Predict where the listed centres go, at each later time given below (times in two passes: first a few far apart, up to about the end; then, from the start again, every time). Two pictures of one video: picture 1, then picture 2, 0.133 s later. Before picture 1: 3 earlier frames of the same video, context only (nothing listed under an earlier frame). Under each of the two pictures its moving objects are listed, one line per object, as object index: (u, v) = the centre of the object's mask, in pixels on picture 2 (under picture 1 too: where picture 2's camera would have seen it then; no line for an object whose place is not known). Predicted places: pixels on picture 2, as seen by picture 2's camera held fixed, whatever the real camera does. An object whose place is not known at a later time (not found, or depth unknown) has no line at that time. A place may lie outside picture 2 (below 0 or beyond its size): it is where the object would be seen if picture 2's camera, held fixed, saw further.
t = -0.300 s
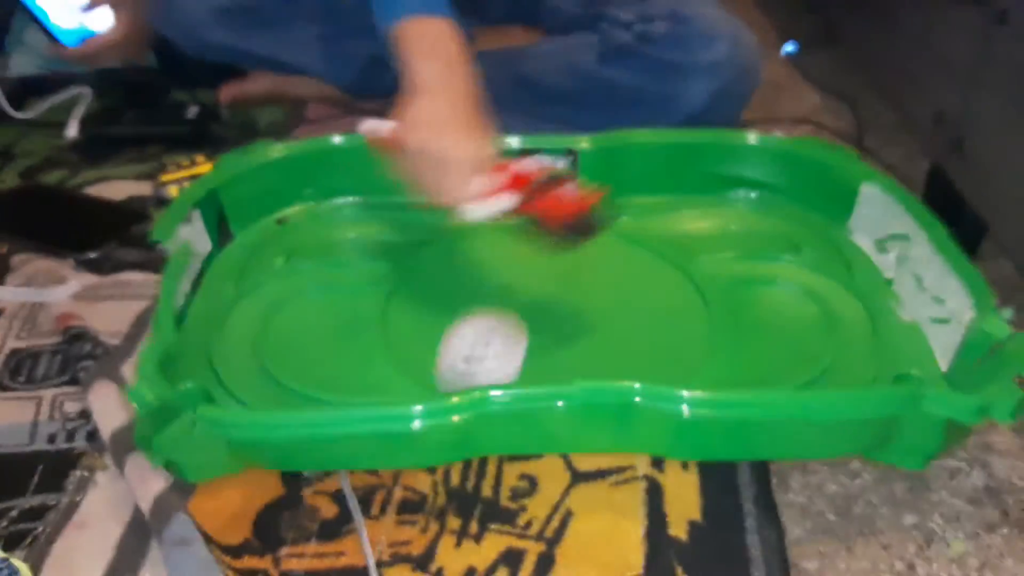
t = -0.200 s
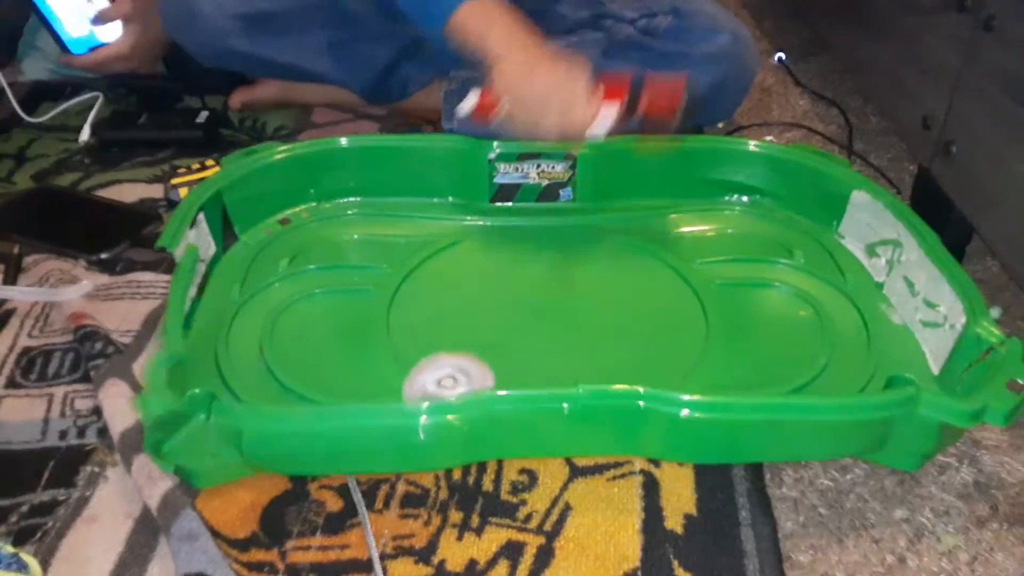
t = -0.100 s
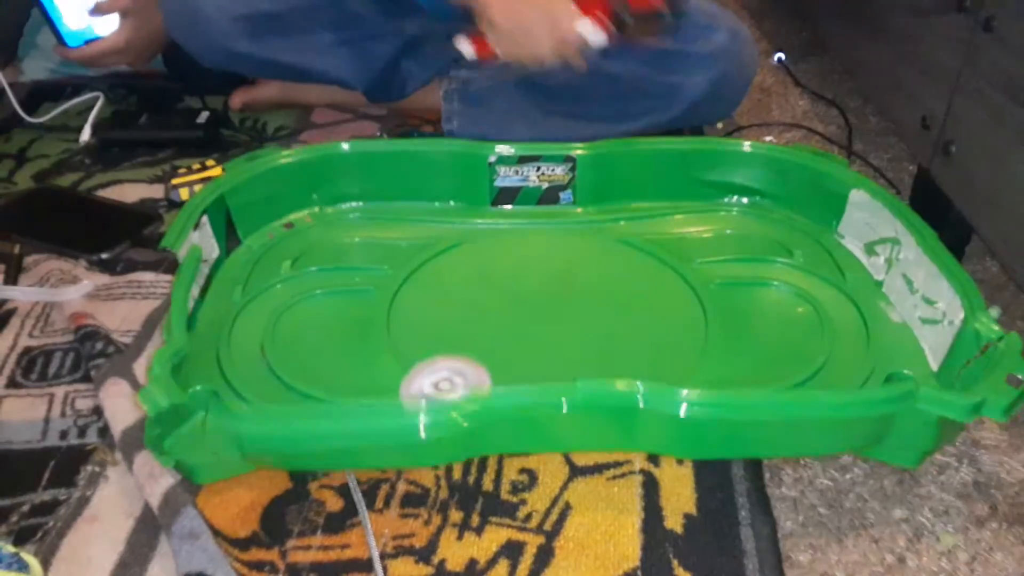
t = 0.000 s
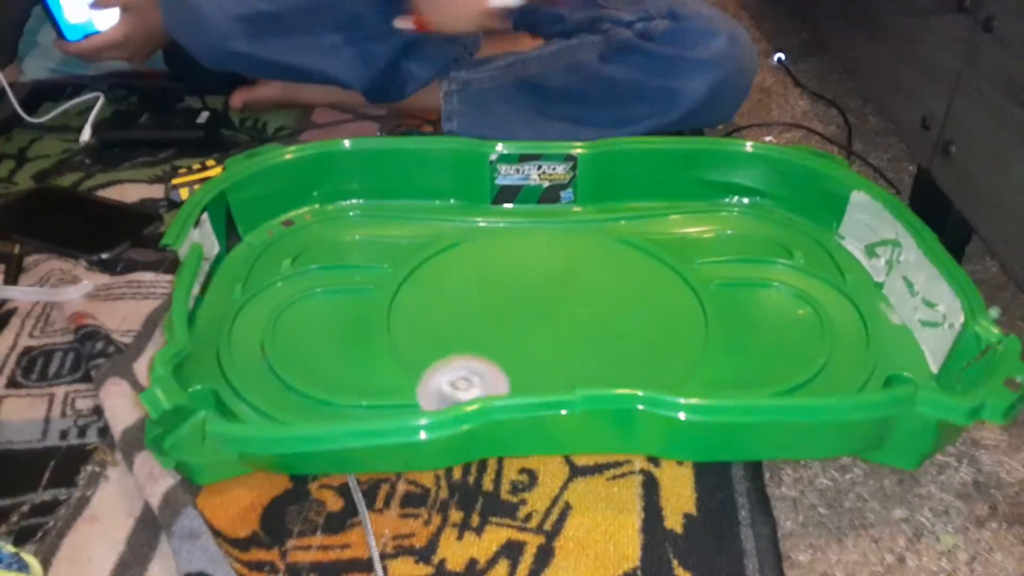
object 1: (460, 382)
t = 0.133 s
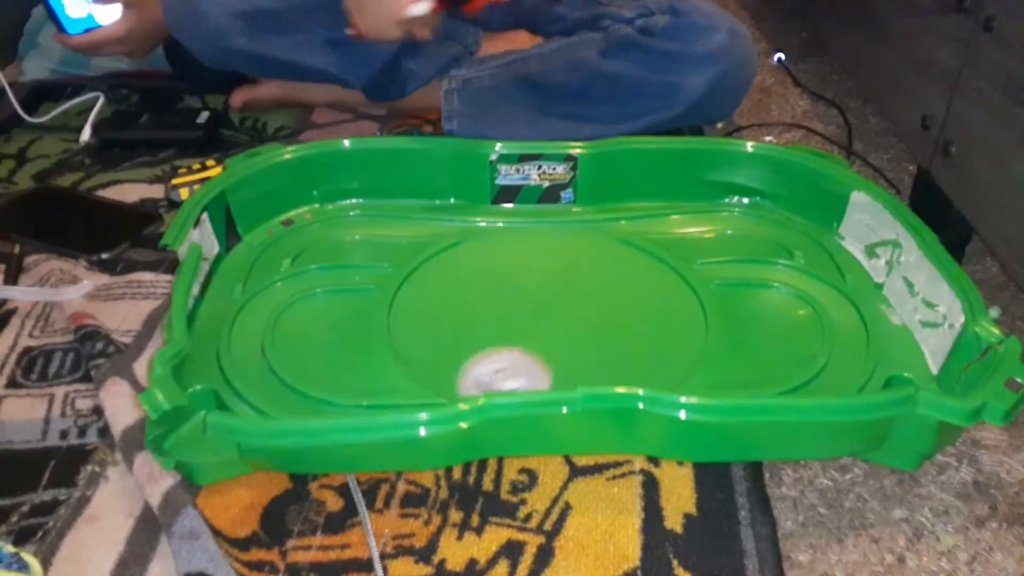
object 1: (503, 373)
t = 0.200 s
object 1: (539, 365)
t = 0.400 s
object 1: (656, 307)
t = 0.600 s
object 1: (629, 228)
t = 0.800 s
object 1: (505, 218)
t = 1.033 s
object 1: (412, 294)
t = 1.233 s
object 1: (509, 364)
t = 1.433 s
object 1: (691, 333)
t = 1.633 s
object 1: (648, 237)
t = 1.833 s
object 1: (504, 215)
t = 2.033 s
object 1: (421, 295)
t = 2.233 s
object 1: (514, 369)
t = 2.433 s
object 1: (687, 337)
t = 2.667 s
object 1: (646, 235)
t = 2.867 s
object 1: (517, 210)
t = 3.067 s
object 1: (441, 263)
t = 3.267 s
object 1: (470, 343)
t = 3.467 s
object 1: (615, 352)
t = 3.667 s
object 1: (675, 281)
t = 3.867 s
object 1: (605, 221)
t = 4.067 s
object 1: (490, 227)
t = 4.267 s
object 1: (432, 298)
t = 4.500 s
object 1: (548, 365)
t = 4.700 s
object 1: (668, 331)
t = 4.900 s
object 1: (664, 260)
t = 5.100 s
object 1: (562, 229)
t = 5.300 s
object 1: (463, 254)
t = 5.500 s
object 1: (446, 323)
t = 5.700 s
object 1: (550, 360)
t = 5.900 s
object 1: (649, 325)
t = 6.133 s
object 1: (631, 252)
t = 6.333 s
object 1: (545, 233)
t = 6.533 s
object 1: (468, 261)
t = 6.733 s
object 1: (468, 318)
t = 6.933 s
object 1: (552, 352)
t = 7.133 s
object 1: (640, 328)
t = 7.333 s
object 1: (646, 273)
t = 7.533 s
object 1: (575, 244)
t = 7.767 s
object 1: (481, 262)
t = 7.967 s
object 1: (463, 312)
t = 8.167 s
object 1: (532, 351)
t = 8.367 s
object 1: (622, 333)
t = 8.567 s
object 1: (642, 281)
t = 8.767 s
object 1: (590, 244)
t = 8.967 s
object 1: (510, 246)
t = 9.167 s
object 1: (465, 286)
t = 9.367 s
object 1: (499, 334)
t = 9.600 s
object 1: (599, 343)
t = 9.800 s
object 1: (648, 302)
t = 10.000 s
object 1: (618, 259)
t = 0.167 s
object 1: (520, 370)
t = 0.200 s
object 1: (539, 365)
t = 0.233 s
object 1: (560, 362)
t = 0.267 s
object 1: (583, 356)
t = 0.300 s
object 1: (605, 346)
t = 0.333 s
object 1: (625, 336)
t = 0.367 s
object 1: (643, 322)
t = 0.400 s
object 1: (656, 307)
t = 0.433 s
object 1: (663, 291)
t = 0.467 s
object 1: (665, 276)
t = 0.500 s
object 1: (662, 263)
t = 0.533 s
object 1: (654, 250)
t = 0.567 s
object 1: (643, 238)
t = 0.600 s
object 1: (629, 228)
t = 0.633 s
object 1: (612, 221)
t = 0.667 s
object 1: (592, 217)
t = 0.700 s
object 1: (570, 214)
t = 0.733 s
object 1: (549, 213)
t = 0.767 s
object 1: (527, 214)
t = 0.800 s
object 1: (505, 218)
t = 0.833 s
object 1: (482, 224)
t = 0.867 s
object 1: (462, 231)
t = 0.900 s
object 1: (444, 241)
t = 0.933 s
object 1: (430, 252)
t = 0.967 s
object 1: (419, 265)
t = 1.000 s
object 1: (413, 279)
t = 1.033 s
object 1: (412, 294)
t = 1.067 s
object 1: (415, 309)
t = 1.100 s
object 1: (423, 323)
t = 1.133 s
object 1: (437, 337)
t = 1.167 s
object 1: (456, 349)
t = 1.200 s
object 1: (481, 359)
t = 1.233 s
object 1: (509, 364)
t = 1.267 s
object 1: (539, 366)
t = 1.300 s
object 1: (575, 366)
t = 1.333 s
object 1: (612, 363)
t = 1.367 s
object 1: (645, 358)
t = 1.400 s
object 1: (671, 348)
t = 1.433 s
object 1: (691, 333)
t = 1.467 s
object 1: (692, 316)
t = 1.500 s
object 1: (690, 298)
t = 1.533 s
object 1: (686, 280)
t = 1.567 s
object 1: (678, 265)
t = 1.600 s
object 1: (667, 249)
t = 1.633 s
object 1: (648, 237)
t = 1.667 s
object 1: (626, 229)
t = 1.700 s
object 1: (602, 222)
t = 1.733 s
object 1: (576, 216)
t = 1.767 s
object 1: (554, 214)
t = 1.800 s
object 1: (528, 212)
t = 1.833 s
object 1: (504, 215)
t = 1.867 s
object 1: (479, 220)
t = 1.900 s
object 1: (458, 230)
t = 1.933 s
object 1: (446, 246)
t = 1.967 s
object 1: (433, 263)
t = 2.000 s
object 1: (425, 279)
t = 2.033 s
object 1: (421, 295)
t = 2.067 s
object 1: (423, 313)
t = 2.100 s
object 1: (430, 330)
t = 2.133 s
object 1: (444, 344)
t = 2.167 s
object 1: (463, 356)
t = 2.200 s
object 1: (487, 364)
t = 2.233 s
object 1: (514, 369)
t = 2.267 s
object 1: (543, 370)
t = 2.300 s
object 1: (576, 368)
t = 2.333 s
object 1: (614, 365)
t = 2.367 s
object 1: (645, 361)
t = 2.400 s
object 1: (670, 351)
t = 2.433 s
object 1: (687, 337)
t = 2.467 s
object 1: (695, 322)
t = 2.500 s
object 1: (697, 304)
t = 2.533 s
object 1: (696, 288)
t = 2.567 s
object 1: (690, 272)
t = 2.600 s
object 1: (680, 258)
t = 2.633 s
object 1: (665, 245)
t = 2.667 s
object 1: (646, 235)
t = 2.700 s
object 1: (627, 226)
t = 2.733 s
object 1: (606, 219)
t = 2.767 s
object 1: (583, 213)
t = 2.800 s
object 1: (561, 210)
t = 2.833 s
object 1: (538, 209)
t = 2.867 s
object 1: (517, 210)
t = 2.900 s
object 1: (497, 212)
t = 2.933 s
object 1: (477, 216)
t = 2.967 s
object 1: (464, 223)
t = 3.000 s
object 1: (457, 238)
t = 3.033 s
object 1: (449, 250)
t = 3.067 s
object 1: (441, 263)
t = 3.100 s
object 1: (435, 277)
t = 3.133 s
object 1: (433, 291)
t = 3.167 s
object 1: (435, 304)
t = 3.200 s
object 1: (442, 319)
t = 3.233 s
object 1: (454, 332)
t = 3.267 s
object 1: (470, 343)
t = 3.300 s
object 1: (490, 351)
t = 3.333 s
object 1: (516, 358)
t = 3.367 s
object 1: (540, 361)
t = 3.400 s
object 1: (567, 360)
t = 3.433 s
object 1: (594, 357)
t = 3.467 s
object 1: (615, 352)
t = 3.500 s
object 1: (635, 345)
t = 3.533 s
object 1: (651, 333)
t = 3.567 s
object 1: (664, 321)
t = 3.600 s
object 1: (672, 308)
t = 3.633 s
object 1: (676, 294)
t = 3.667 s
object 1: (675, 281)
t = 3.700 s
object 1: (670, 268)
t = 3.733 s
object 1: (662, 256)
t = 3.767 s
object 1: (652, 245)
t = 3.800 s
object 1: (638, 236)
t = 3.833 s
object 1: (623, 227)
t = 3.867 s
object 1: (605, 221)
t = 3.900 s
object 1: (587, 218)
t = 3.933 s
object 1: (567, 214)
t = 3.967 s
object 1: (548, 215)
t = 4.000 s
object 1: (528, 216)
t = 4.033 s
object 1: (508, 221)
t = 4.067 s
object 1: (490, 227)
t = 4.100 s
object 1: (471, 236)
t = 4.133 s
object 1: (457, 245)
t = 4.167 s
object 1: (444, 257)
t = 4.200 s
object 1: (437, 270)
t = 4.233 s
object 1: (432, 284)
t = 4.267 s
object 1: (432, 298)
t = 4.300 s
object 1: (436, 312)
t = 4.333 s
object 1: (446, 327)
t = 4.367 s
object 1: (459, 339)
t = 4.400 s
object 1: (477, 350)
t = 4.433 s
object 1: (499, 358)
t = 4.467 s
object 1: (522, 363)
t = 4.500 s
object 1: (548, 365)
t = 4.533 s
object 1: (573, 364)
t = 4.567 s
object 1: (597, 362)
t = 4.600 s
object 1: (619, 359)
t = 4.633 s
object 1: (639, 353)
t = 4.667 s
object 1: (656, 344)
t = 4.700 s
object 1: (668, 331)
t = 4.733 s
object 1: (678, 318)
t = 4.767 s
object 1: (683, 305)
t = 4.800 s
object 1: (684, 292)
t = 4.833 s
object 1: (680, 280)
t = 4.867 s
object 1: (674, 269)
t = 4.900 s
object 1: (664, 260)
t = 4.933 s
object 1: (652, 250)
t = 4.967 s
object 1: (637, 243)
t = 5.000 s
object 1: (621, 237)
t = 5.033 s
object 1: (602, 233)
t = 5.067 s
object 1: (582, 230)
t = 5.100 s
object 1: (562, 229)
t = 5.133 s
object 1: (543, 229)
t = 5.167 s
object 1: (524, 232)
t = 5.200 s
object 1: (507, 236)
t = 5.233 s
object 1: (491, 240)
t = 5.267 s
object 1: (476, 246)
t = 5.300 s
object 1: (463, 254)
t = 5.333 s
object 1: (451, 264)
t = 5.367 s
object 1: (444, 275)
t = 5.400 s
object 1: (438, 286)
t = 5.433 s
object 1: (437, 298)
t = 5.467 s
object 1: (439, 310)
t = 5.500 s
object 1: (446, 323)
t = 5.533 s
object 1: (457, 335)
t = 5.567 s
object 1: (470, 344)
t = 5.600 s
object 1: (488, 351)
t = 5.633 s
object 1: (508, 357)
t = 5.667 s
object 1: (528, 360)
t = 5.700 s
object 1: (550, 360)
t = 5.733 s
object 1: (572, 359)
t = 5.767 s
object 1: (593, 355)
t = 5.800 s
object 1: (611, 351)
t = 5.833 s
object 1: (626, 344)
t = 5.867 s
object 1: (639, 335)
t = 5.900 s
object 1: (649, 325)
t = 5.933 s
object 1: (655, 314)
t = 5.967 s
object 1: (658, 303)
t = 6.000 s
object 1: (659, 292)
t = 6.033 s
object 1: (656, 281)
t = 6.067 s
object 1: (650, 271)
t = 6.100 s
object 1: (643, 261)
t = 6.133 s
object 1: (631, 252)
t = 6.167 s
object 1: (619, 246)
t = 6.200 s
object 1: (605, 240)
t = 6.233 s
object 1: (591, 237)
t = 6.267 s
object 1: (576, 233)
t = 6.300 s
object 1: (561, 232)
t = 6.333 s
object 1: (545, 233)
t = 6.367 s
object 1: (530, 233)
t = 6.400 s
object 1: (515, 236)
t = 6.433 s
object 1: (502, 240)
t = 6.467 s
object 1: (488, 246)
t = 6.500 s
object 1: (477, 253)
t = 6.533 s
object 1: (468, 261)
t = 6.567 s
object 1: (461, 269)
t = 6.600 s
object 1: (457, 279)
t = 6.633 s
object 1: (455, 289)
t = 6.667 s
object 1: (456, 298)
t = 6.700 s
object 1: (461, 309)
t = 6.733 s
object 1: (468, 318)
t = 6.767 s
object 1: (478, 327)
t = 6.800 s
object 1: (489, 335)
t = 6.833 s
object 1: (503, 341)
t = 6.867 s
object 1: (518, 346)
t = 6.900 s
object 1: (535, 350)
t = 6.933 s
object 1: (552, 352)
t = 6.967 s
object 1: (570, 352)
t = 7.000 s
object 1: (587, 351)
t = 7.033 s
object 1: (603, 346)
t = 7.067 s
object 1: (617, 342)
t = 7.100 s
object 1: (630, 335)
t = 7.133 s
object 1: (640, 328)
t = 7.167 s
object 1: (648, 319)
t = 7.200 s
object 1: (654, 310)
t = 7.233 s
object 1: (656, 301)
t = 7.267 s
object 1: (655, 291)
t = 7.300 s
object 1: (652, 281)
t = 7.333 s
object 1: (646, 273)
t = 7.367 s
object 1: (639, 266)
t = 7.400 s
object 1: (628, 259)
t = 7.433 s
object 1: (617, 253)
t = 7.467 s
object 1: (603, 248)
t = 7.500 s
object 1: (589, 245)
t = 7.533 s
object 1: (575, 244)
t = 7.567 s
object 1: (560, 242)
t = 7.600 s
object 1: (545, 242)
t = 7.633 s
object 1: (530, 244)
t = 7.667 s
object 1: (516, 246)
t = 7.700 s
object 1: (503, 251)
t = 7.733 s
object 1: (491, 256)
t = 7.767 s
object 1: (481, 262)
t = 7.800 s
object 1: (472, 269)
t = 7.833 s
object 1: (465, 276)
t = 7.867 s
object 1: (460, 285)
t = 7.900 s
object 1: (459, 294)
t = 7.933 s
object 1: (459, 303)
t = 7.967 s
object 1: (463, 312)
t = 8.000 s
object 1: (469, 321)
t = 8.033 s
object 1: (478, 329)
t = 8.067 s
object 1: (488, 336)
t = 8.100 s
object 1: (502, 342)
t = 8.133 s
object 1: (517, 347)
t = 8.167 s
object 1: (532, 351)
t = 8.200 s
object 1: (549, 352)
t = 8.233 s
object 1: (566, 352)
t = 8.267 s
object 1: (582, 349)
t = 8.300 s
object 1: (597, 345)
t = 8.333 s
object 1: (610, 339)
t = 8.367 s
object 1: (622, 333)
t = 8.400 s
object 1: (631, 325)
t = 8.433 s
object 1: (638, 317)
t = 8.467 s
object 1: (643, 308)
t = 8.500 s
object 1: (645, 299)
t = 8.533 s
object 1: (645, 290)
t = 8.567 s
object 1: (642, 281)
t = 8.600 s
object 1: (637, 273)
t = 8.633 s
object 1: (630, 265)
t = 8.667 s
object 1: (622, 259)
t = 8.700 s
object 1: (612, 253)
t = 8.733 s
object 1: (601, 248)
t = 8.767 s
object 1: (590, 244)
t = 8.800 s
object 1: (575, 241)
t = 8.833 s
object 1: (563, 240)
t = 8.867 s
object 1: (549, 239)
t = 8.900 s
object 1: (535, 240)
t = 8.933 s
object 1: (522, 242)
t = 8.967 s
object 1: (510, 246)
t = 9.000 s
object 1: (498, 250)
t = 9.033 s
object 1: (488, 256)
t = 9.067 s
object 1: (479, 263)
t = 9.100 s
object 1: (472, 270)
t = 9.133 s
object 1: (468, 277)
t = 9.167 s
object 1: (465, 286)
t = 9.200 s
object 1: (465, 295)
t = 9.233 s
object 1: (467, 304)
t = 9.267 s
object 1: (472, 312)
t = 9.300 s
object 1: (479, 320)
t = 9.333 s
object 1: (489, 327)
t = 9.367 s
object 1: (499, 334)
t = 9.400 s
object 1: (512, 339)
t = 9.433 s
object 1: (526, 343)
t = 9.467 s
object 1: (540, 346)
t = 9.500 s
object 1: (556, 348)
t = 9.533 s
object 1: (570, 348)
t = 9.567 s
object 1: (585, 346)
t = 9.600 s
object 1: (599, 343)
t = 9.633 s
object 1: (613, 338)
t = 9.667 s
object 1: (624, 332)
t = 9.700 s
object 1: (633, 326)
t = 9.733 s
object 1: (640, 318)
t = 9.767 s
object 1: (645, 310)
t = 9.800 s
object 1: (648, 302)
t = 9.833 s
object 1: (648, 293)
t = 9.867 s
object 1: (646, 285)
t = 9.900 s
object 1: (641, 278)
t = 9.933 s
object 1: (635, 271)
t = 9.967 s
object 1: (627, 264)
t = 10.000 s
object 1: (618, 259)
